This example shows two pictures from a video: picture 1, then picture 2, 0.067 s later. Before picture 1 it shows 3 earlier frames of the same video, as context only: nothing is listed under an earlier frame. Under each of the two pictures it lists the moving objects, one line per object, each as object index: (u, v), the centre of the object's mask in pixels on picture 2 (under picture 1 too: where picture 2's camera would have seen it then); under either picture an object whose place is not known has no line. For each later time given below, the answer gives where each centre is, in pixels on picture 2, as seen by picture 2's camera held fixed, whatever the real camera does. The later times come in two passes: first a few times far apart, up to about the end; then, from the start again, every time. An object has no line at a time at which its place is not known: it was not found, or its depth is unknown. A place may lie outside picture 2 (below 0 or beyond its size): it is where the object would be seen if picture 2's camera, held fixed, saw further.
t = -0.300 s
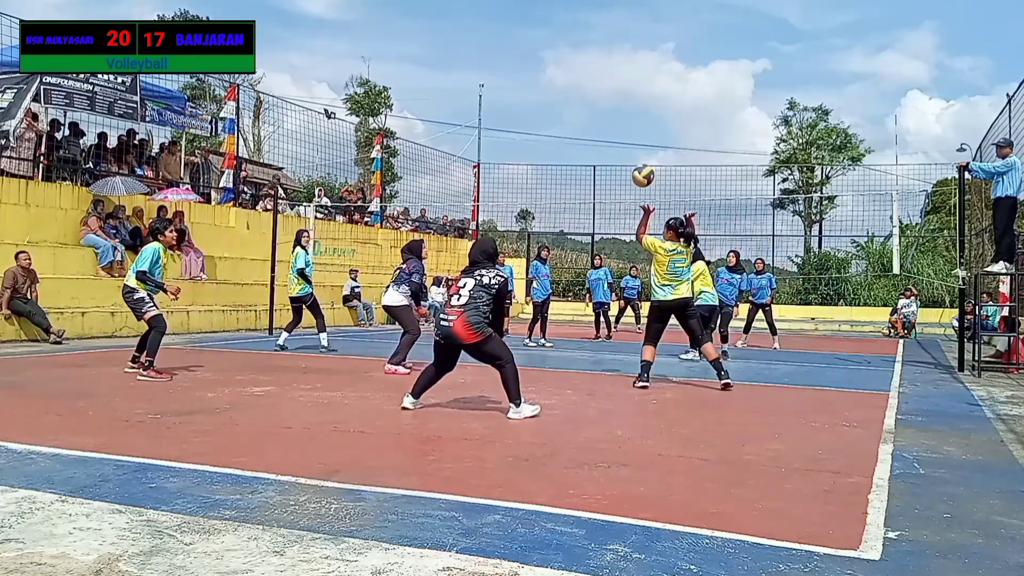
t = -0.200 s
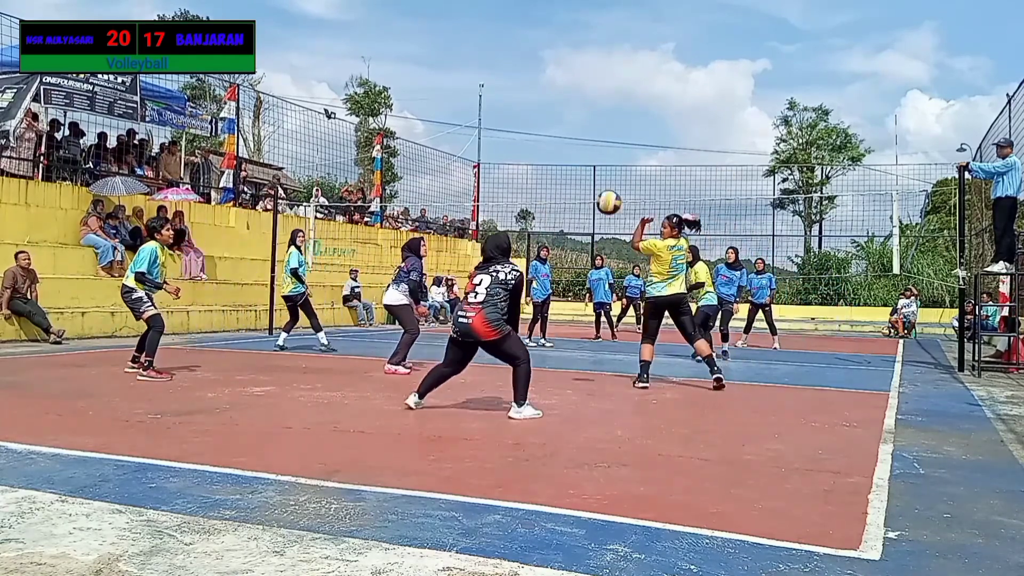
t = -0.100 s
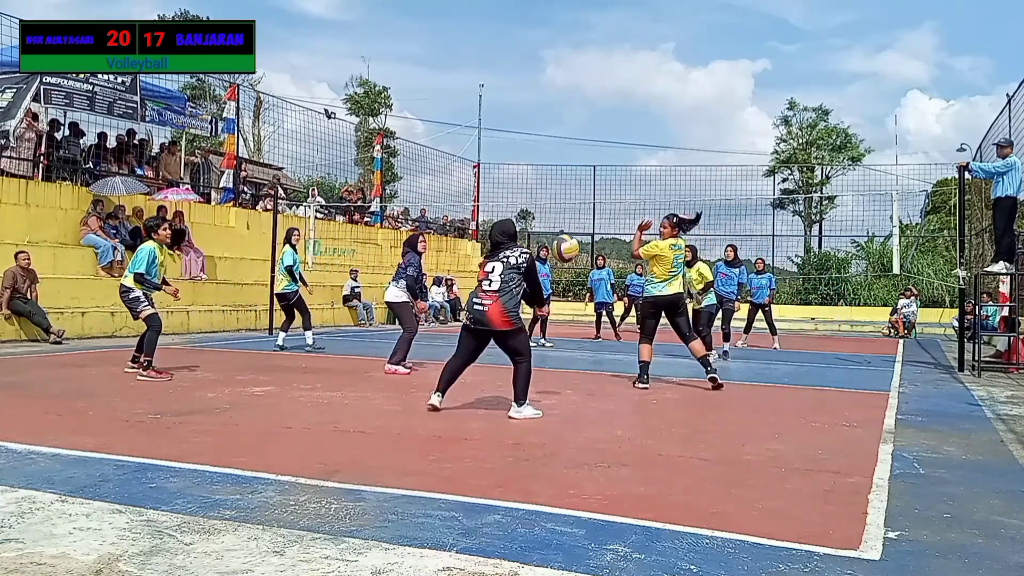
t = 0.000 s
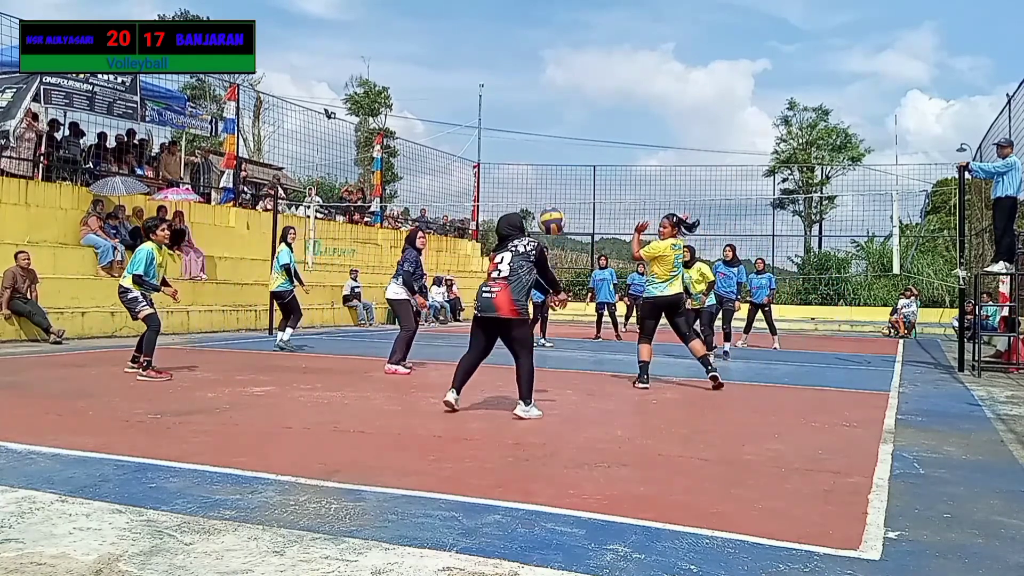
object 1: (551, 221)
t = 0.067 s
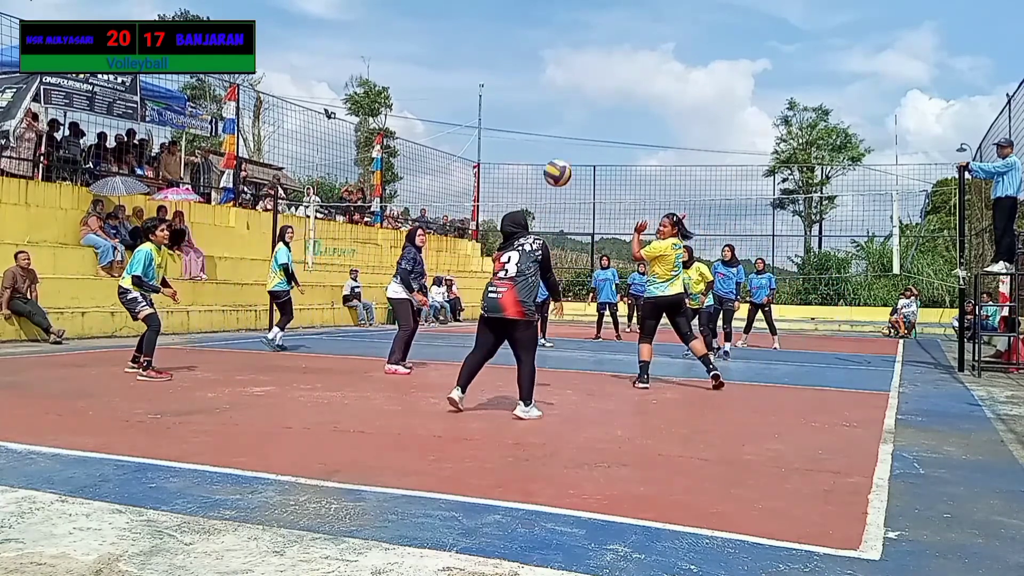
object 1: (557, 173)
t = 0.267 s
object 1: (571, 73)
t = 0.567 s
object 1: (583, 25)
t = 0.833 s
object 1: (589, 62)
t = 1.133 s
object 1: (593, 169)
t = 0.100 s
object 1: (560, 152)
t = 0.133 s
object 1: (562, 133)
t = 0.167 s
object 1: (565, 115)
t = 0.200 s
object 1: (567, 100)
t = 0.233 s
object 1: (569, 86)
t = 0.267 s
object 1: (571, 73)
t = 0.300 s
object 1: (573, 62)
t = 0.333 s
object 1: (574, 52)
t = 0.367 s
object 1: (576, 44)
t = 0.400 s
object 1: (577, 38)
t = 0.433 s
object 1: (579, 33)
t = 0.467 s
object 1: (580, 29)
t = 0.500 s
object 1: (581, 26)
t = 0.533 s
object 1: (582, 25)
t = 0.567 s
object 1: (583, 25)
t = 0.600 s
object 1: (584, 26)
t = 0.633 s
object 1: (585, 28)
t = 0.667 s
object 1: (586, 30)
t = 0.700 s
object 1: (586, 35)
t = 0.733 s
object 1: (587, 40)
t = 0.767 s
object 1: (588, 46)
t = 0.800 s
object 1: (588, 54)
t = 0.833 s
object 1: (589, 62)
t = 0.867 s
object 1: (589, 70)
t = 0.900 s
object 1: (590, 80)
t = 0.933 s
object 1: (590, 90)
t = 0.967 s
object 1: (591, 101)
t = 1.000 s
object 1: (591, 114)
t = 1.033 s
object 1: (592, 127)
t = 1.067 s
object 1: (592, 140)
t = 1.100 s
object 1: (592, 155)
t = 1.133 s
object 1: (593, 169)
